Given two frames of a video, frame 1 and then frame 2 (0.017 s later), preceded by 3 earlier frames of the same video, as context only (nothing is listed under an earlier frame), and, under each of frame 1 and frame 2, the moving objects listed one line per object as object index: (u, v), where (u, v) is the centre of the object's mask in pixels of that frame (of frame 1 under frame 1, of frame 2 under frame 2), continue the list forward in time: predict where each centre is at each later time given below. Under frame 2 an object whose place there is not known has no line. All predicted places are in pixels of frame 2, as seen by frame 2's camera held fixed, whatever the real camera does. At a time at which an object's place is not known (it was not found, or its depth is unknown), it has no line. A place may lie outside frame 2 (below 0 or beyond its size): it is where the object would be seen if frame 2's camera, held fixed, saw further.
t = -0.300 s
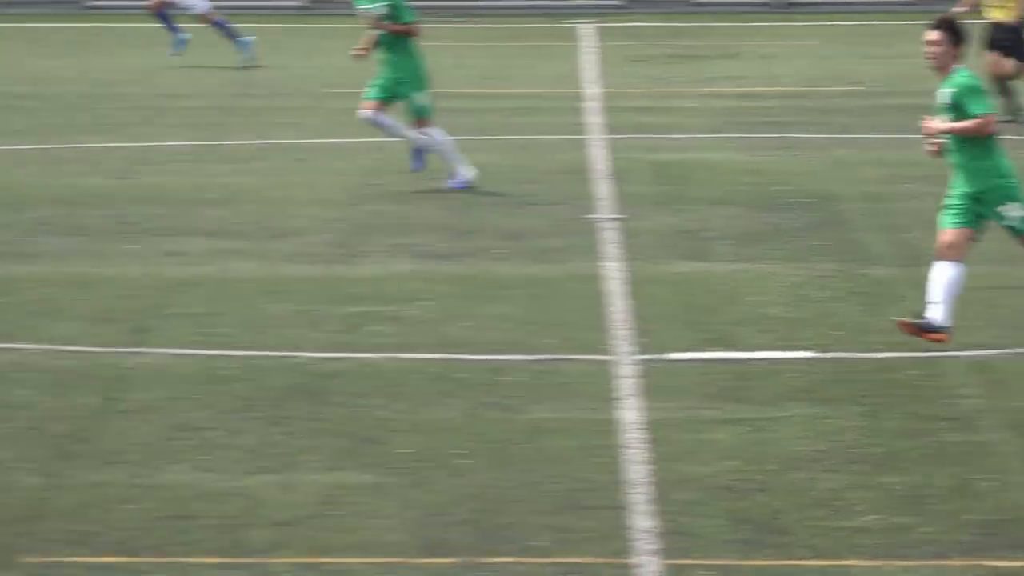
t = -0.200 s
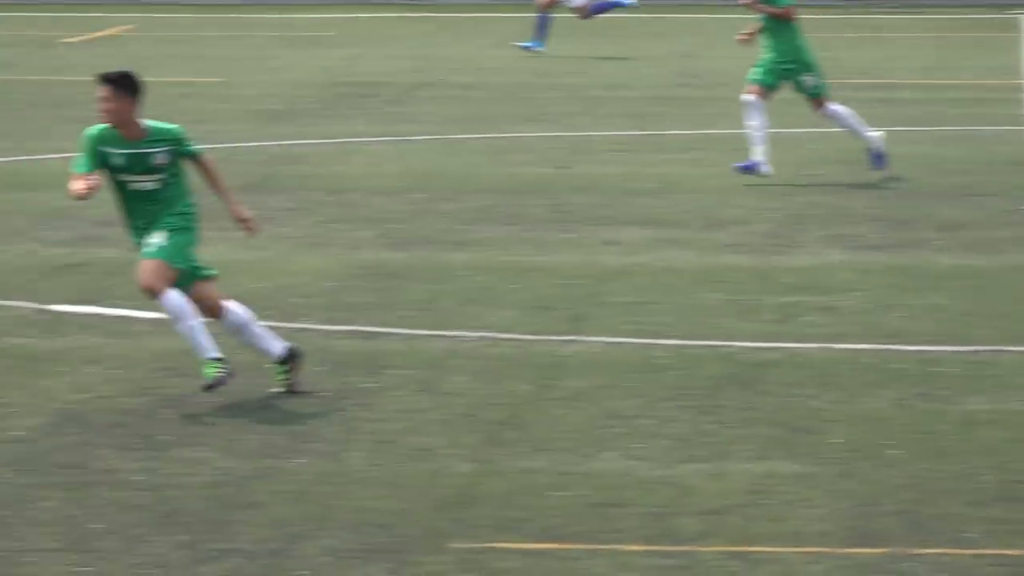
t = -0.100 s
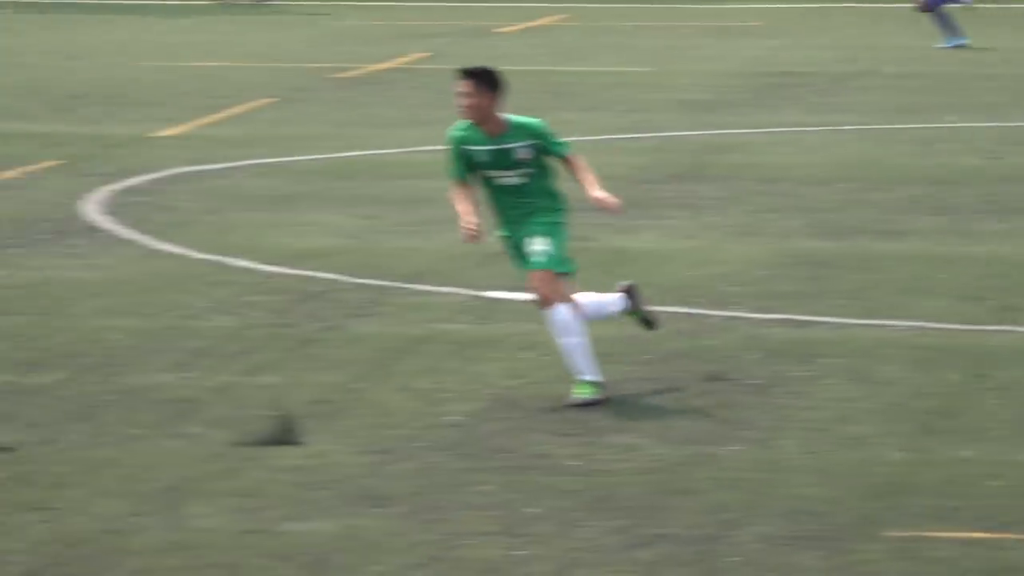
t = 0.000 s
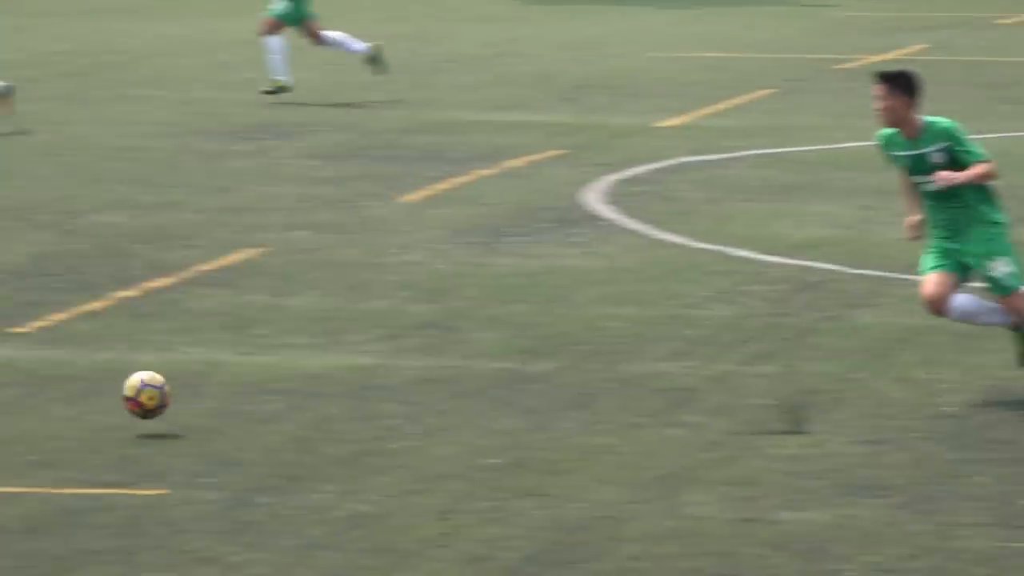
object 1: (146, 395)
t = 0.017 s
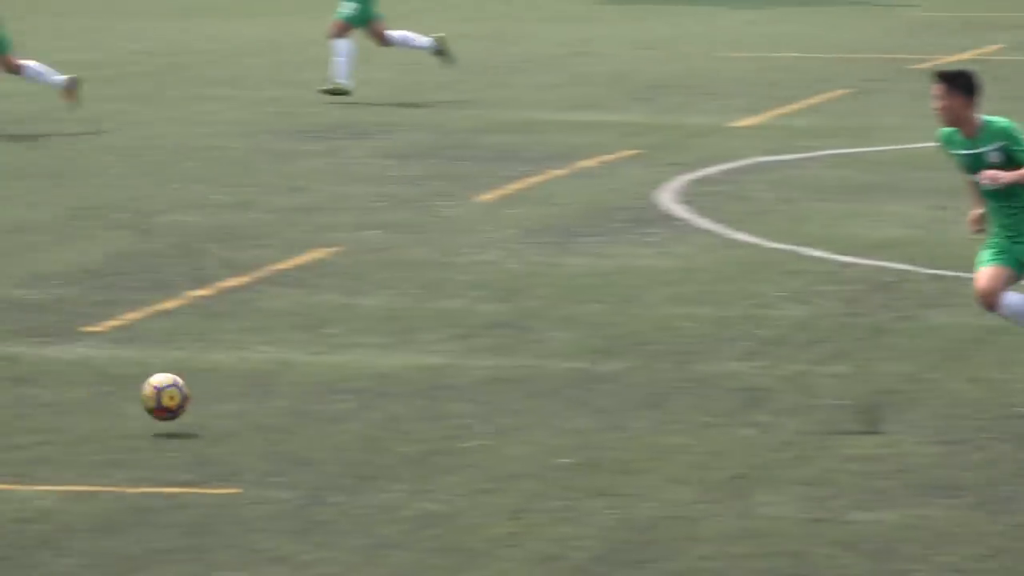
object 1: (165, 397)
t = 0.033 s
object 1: (108, 401)
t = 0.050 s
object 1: (52, 406)
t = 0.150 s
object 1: (-253, 399)
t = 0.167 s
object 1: (-303, 396)
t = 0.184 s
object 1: (-352, 396)
